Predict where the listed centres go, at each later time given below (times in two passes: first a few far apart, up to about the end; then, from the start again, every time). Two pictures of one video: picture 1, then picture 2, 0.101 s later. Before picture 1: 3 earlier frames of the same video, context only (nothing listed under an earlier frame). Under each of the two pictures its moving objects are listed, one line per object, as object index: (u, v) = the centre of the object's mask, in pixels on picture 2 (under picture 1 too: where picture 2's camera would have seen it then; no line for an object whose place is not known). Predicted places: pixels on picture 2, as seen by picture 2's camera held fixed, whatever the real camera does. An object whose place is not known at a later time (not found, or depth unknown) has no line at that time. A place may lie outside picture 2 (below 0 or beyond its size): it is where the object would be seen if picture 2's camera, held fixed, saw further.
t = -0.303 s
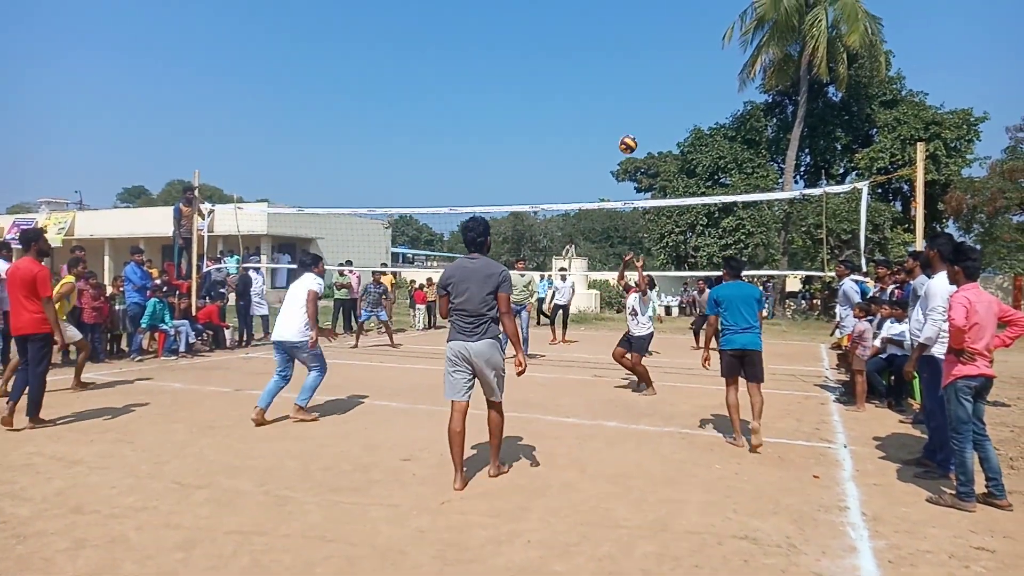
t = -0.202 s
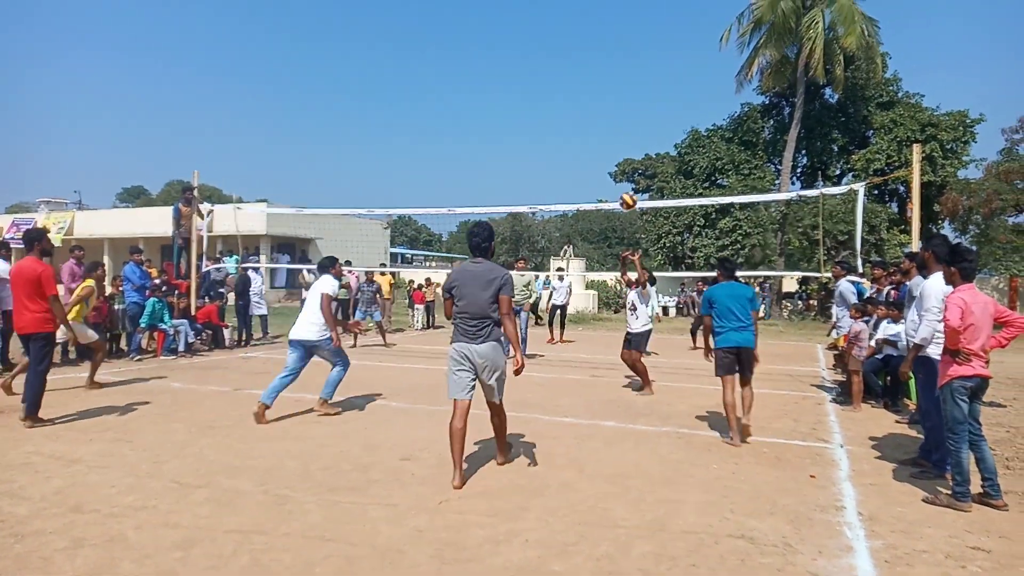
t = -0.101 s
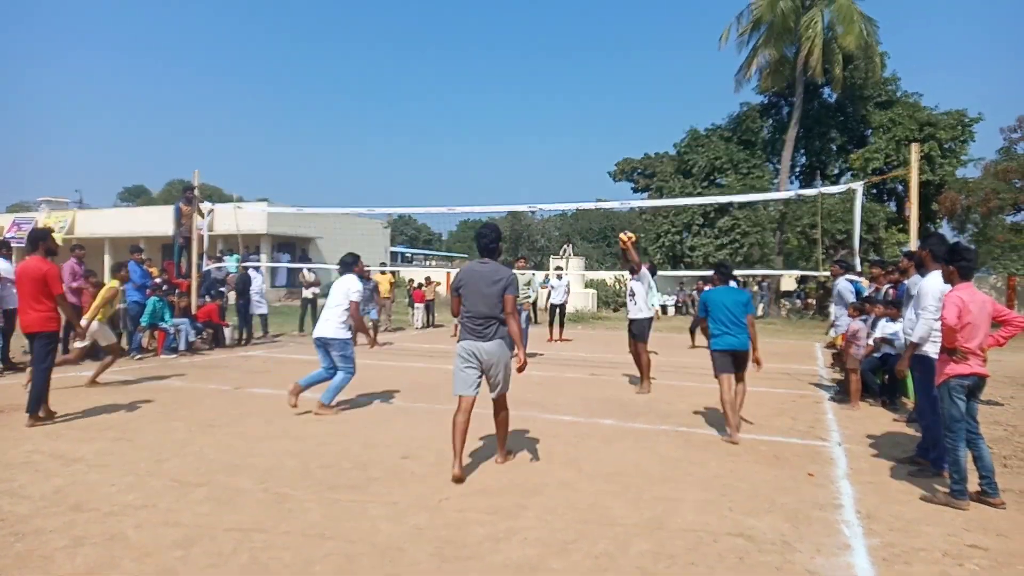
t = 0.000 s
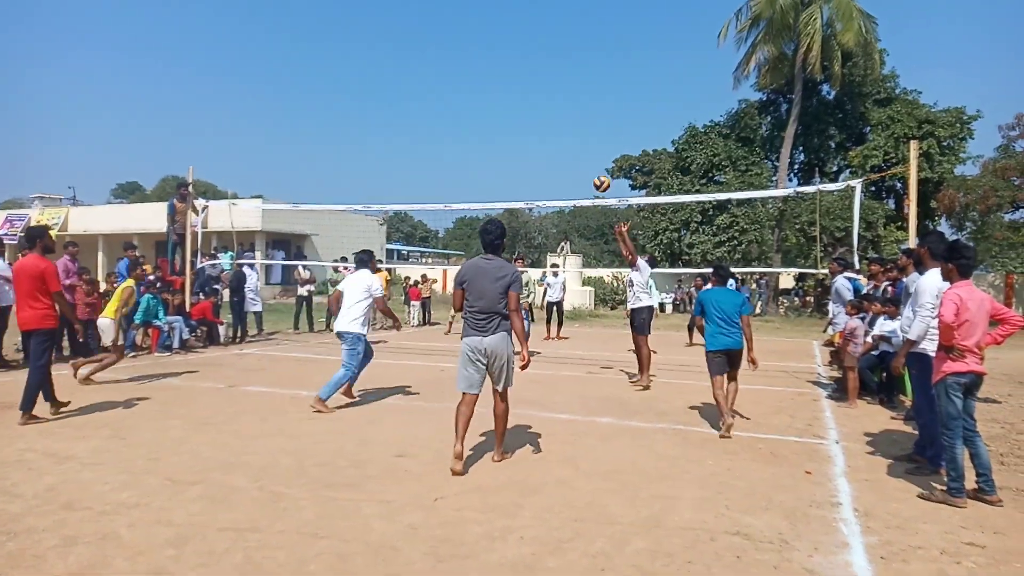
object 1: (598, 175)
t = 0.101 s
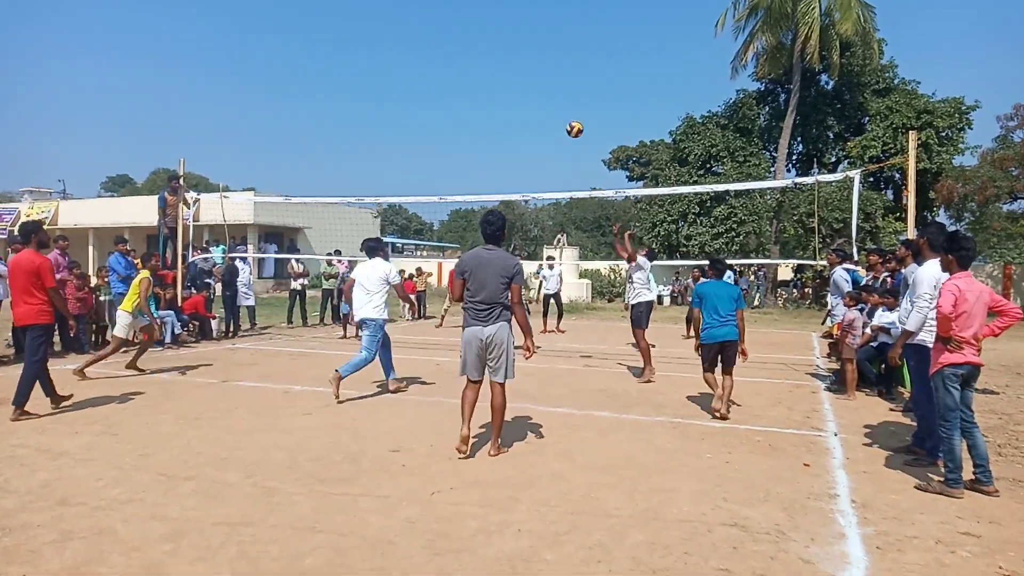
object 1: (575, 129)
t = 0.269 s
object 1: (535, 72)
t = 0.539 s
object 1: (473, 28)
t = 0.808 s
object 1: (414, 40)
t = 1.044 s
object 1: (366, 91)
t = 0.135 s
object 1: (567, 116)
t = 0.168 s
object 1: (558, 104)
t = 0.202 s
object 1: (550, 92)
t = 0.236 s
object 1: (542, 82)
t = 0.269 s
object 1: (535, 72)
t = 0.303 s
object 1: (527, 63)
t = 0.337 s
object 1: (519, 55)
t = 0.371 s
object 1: (511, 48)
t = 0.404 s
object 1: (504, 43)
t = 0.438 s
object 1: (496, 38)
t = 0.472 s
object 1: (487, 33)
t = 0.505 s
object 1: (480, 30)
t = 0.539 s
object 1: (473, 28)
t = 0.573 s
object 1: (466, 27)
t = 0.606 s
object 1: (458, 26)
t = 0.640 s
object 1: (451, 27)
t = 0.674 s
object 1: (443, 28)
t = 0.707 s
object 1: (435, 29)
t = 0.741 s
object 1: (428, 32)
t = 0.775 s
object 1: (421, 36)
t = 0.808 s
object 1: (414, 40)
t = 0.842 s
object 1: (408, 45)
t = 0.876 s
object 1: (401, 51)
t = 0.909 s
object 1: (394, 57)
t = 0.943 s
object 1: (387, 65)
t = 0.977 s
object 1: (380, 73)
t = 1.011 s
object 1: (373, 81)
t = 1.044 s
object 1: (366, 91)
